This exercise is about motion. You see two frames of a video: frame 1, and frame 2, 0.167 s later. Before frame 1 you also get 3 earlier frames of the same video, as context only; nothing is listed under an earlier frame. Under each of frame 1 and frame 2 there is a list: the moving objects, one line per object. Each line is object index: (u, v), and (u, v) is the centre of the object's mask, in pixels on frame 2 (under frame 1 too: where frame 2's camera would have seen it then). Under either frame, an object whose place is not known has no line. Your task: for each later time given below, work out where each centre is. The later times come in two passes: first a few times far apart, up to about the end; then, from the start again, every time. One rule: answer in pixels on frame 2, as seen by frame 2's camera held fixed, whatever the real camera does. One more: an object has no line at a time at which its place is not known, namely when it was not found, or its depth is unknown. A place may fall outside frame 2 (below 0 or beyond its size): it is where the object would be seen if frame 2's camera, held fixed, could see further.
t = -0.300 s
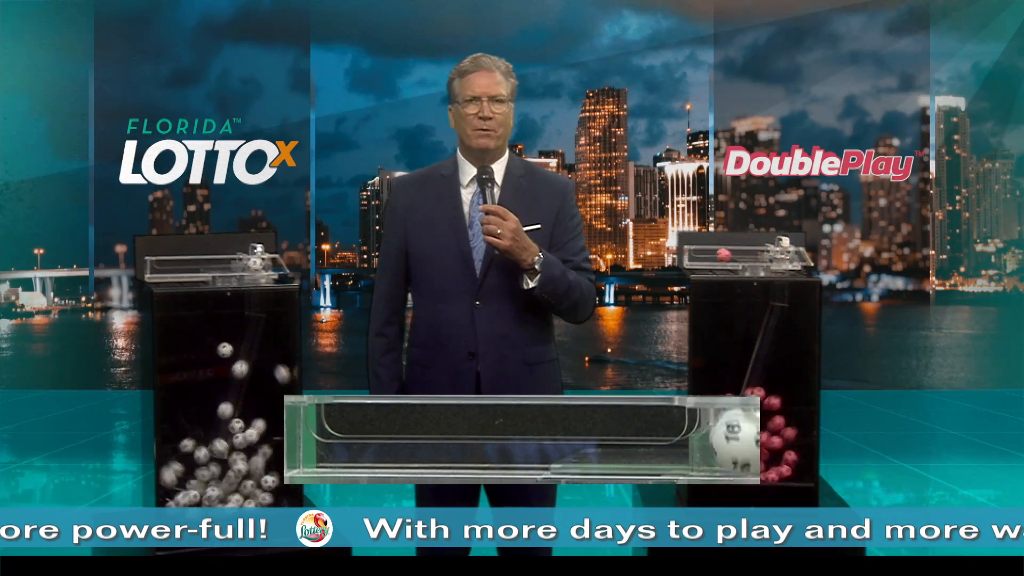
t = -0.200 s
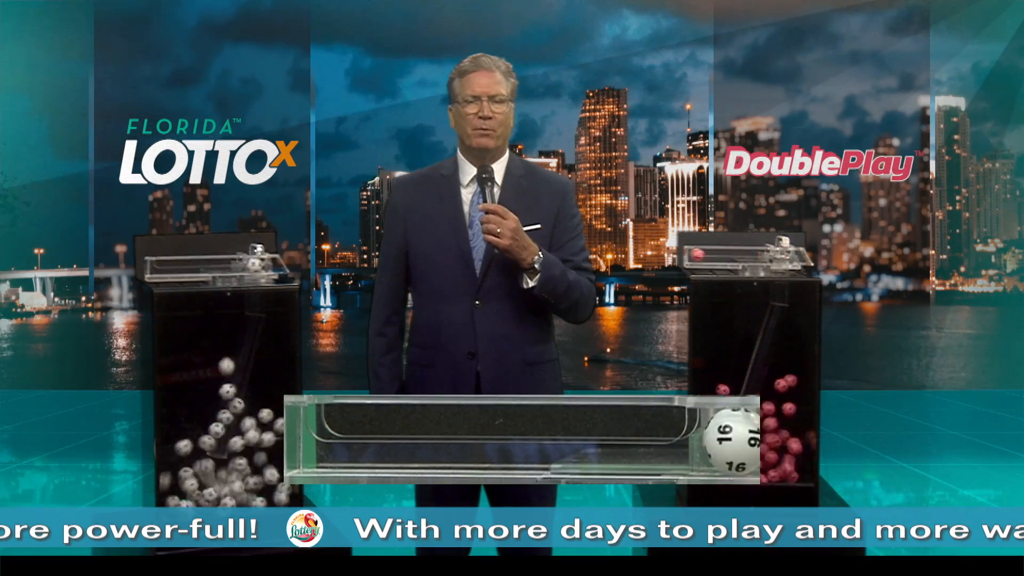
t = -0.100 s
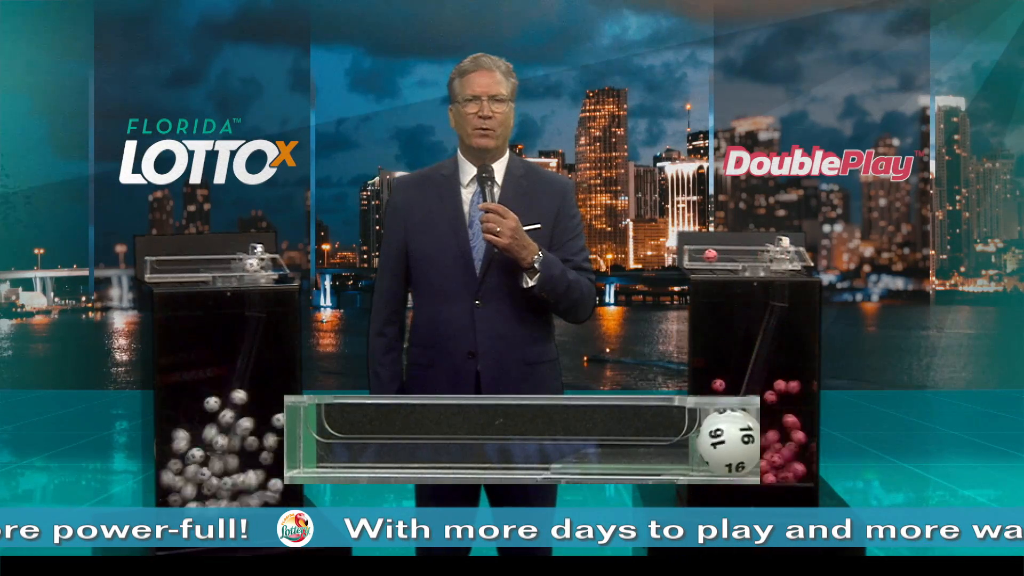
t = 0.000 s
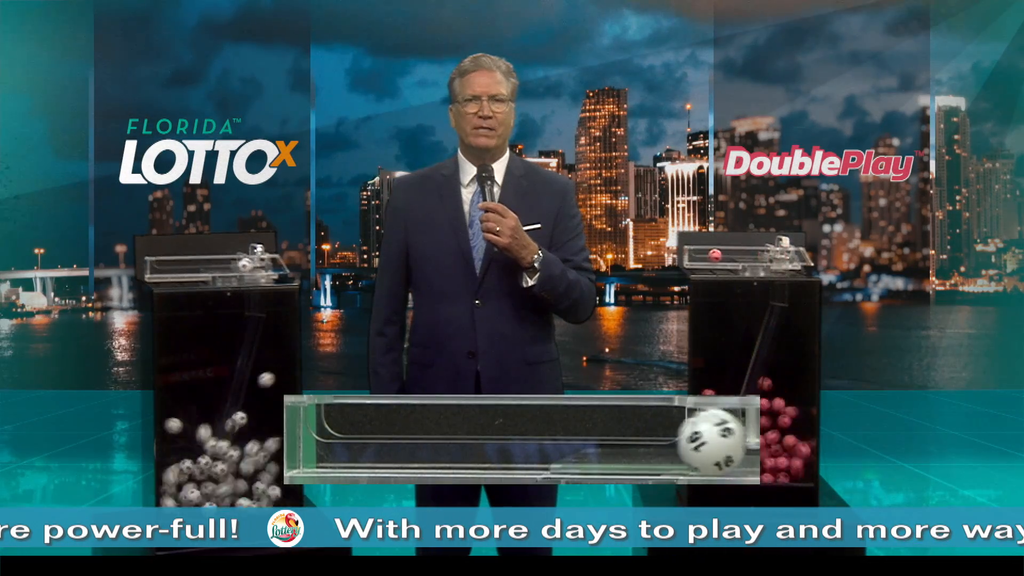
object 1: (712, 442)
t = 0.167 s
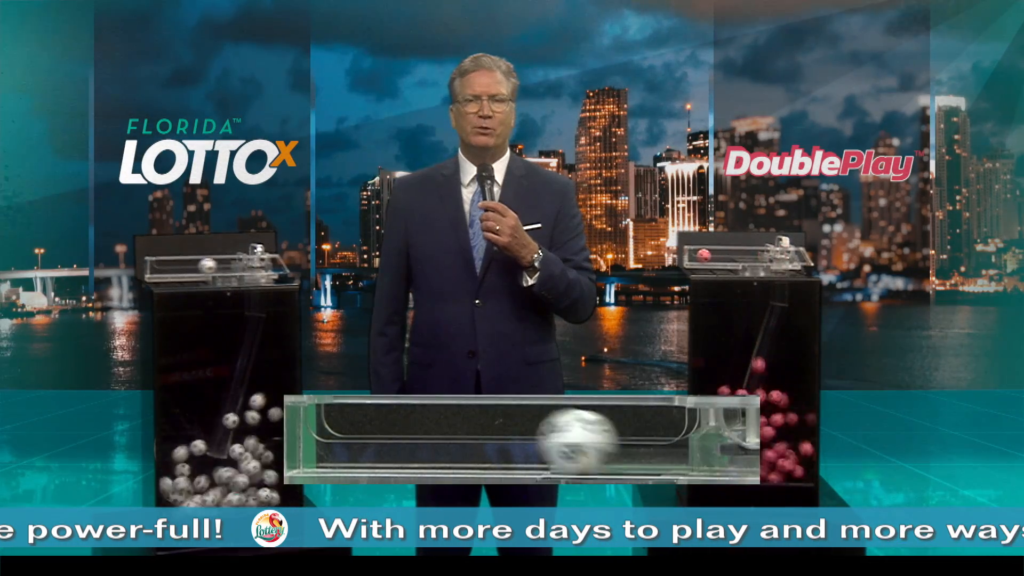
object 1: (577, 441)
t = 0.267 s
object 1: (441, 436)
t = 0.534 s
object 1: (381, 438)
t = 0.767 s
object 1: (344, 438)
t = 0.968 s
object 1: (342, 439)
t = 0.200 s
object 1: (535, 437)
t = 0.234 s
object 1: (488, 436)
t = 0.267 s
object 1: (441, 436)
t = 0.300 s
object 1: (390, 436)
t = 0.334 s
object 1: (342, 437)
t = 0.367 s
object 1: (351, 437)
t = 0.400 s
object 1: (375, 436)
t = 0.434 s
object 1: (387, 436)
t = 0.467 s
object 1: (391, 436)
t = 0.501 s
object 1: (388, 437)
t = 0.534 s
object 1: (381, 438)
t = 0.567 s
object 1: (371, 436)
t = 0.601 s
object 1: (359, 436)
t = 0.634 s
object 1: (347, 436)
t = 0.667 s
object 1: (334, 437)
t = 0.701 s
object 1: (328, 438)
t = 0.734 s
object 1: (337, 438)
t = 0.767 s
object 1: (344, 438)
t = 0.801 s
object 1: (348, 438)
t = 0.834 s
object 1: (349, 438)
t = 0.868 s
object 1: (349, 439)
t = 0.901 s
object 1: (347, 438)
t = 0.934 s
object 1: (345, 439)
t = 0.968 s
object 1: (342, 439)
